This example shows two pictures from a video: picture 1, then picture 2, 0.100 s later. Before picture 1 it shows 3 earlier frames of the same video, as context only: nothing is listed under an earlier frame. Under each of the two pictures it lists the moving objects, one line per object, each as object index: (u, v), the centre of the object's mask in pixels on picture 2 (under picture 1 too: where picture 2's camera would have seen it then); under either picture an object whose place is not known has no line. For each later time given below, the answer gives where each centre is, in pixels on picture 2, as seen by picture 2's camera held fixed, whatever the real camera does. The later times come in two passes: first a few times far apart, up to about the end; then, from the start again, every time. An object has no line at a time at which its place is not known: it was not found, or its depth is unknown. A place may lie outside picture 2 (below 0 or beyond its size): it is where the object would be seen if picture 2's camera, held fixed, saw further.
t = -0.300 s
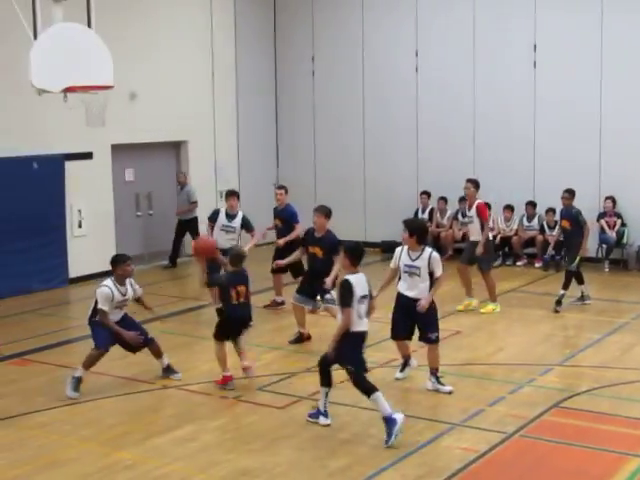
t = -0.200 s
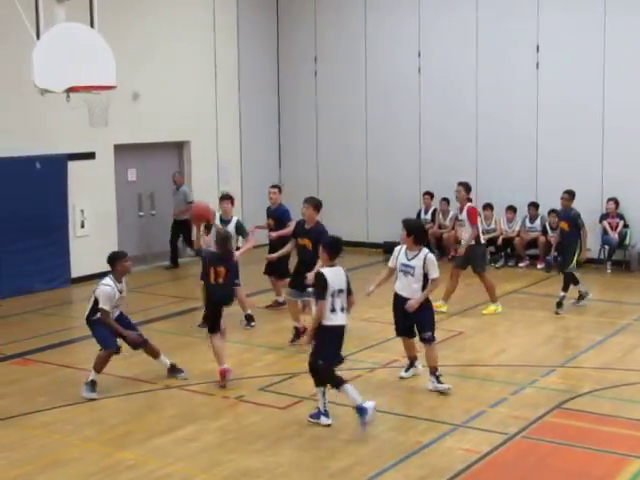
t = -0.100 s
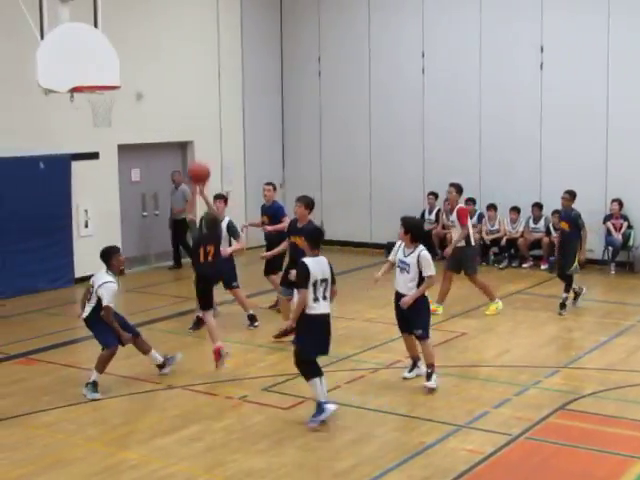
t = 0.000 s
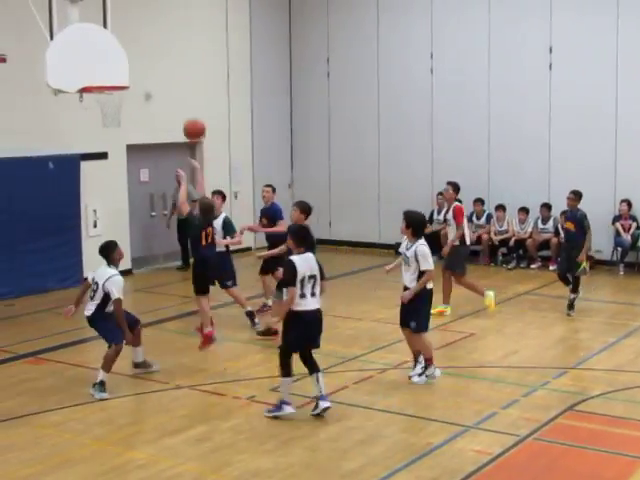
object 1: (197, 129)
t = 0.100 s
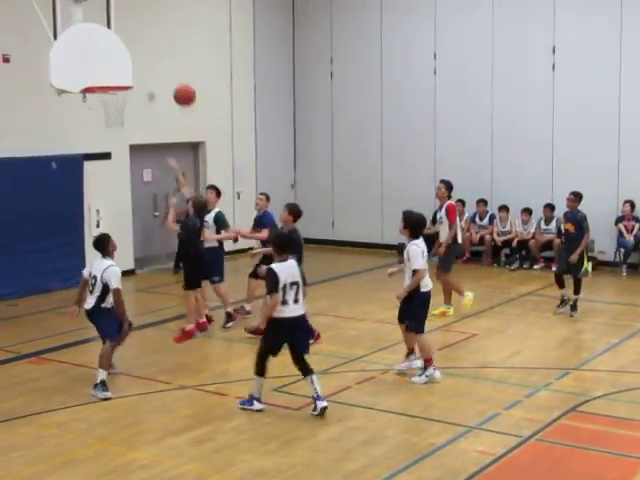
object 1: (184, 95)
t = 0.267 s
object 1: (165, 61)
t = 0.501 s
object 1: (141, 57)
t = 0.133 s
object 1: (180, 86)
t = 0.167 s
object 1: (176, 78)
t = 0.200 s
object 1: (172, 71)
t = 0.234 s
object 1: (168, 65)
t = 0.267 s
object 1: (165, 61)
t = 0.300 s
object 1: (161, 57)
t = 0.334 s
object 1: (157, 55)
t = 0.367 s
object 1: (154, 53)
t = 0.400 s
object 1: (150, 53)
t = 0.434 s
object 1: (147, 53)
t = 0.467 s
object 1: (144, 55)
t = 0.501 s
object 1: (141, 57)
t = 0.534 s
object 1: (138, 60)
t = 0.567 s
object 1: (135, 64)
